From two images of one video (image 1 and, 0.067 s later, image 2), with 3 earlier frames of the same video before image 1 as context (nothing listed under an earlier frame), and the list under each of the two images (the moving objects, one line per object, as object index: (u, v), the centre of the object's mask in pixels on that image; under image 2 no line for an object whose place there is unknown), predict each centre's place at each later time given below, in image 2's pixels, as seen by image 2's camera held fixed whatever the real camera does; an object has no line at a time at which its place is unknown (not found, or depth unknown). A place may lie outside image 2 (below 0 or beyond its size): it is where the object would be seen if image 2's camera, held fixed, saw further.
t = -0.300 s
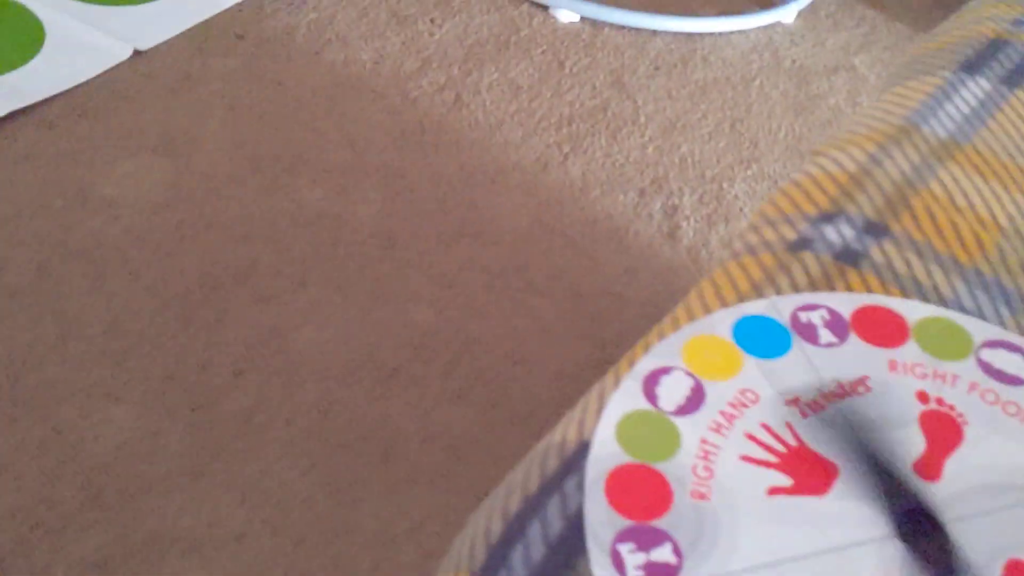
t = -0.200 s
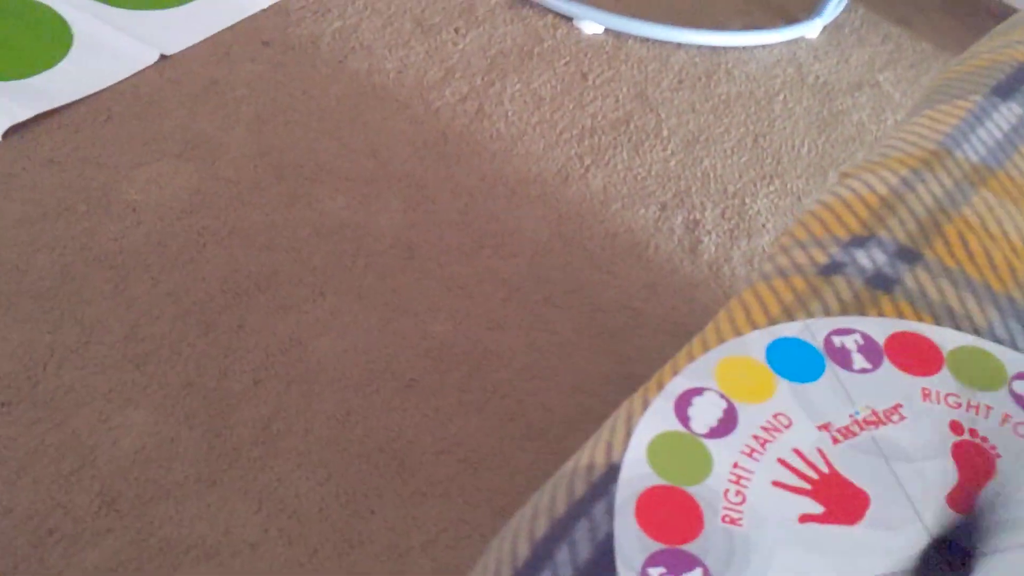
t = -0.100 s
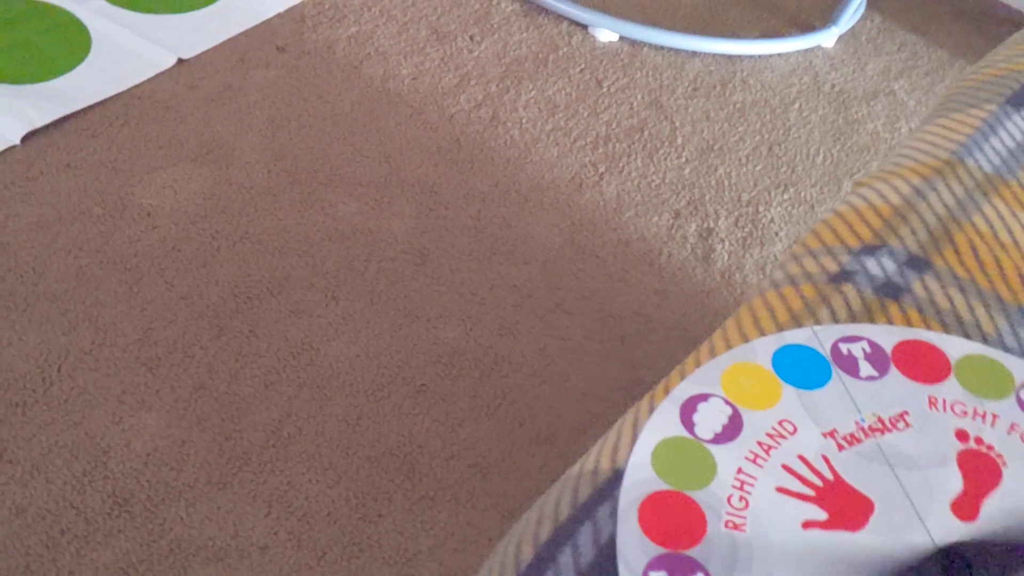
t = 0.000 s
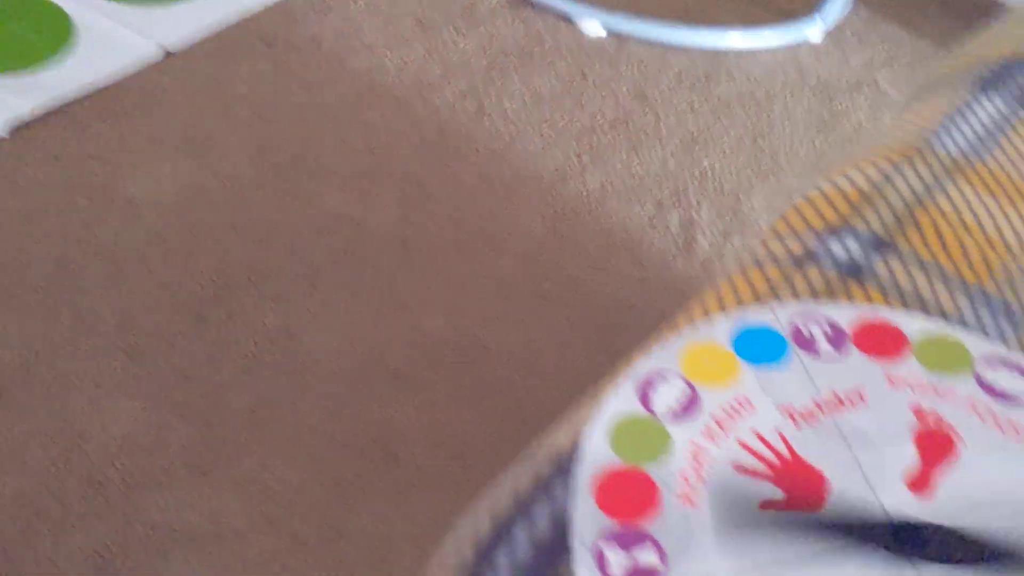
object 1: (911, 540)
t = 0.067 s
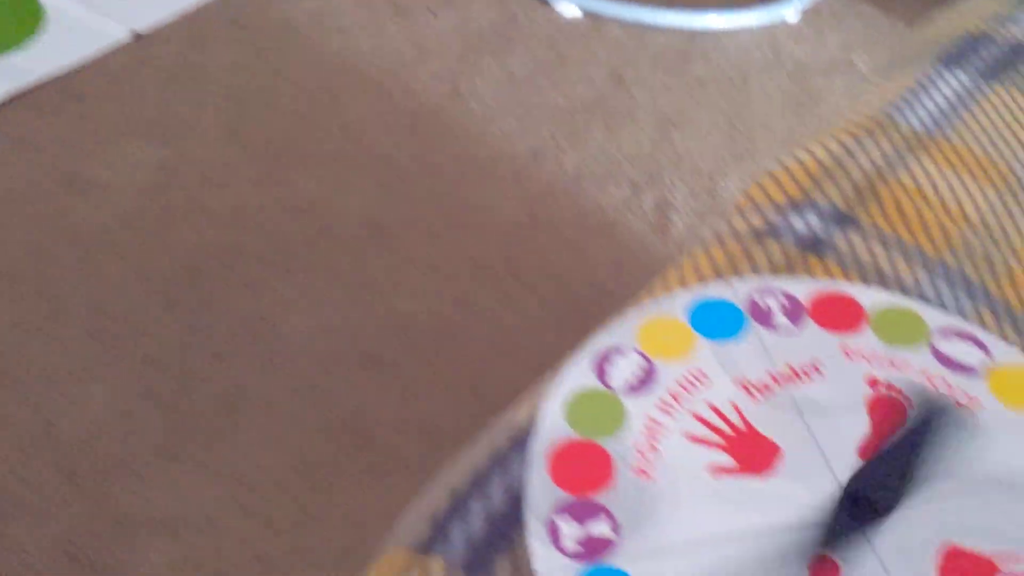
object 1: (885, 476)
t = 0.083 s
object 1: (918, 495)
